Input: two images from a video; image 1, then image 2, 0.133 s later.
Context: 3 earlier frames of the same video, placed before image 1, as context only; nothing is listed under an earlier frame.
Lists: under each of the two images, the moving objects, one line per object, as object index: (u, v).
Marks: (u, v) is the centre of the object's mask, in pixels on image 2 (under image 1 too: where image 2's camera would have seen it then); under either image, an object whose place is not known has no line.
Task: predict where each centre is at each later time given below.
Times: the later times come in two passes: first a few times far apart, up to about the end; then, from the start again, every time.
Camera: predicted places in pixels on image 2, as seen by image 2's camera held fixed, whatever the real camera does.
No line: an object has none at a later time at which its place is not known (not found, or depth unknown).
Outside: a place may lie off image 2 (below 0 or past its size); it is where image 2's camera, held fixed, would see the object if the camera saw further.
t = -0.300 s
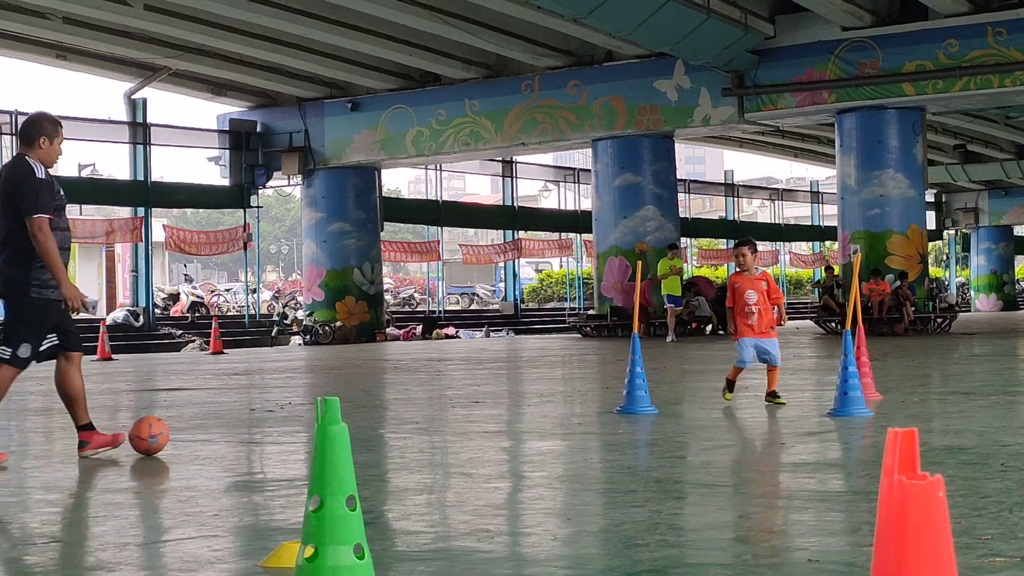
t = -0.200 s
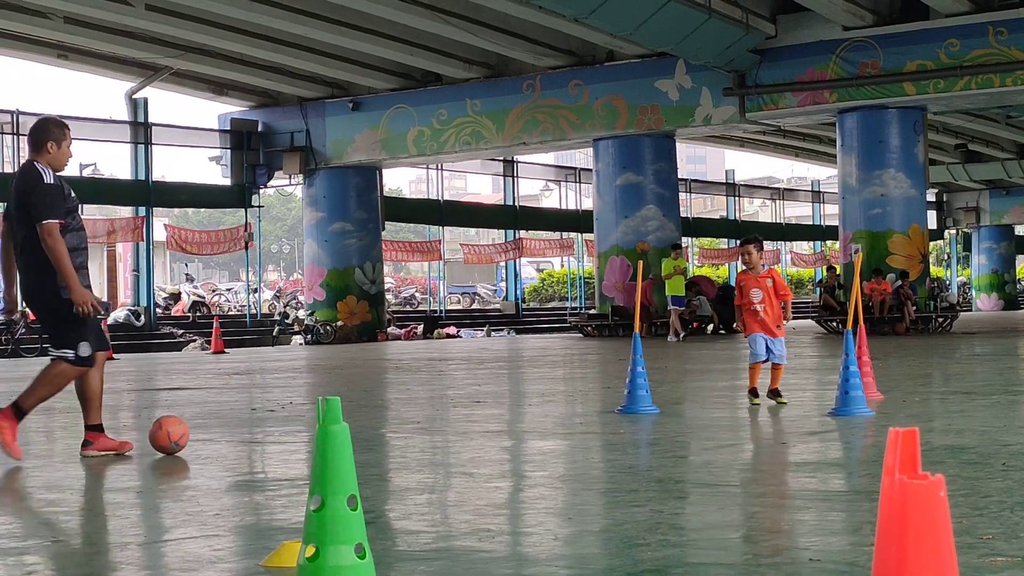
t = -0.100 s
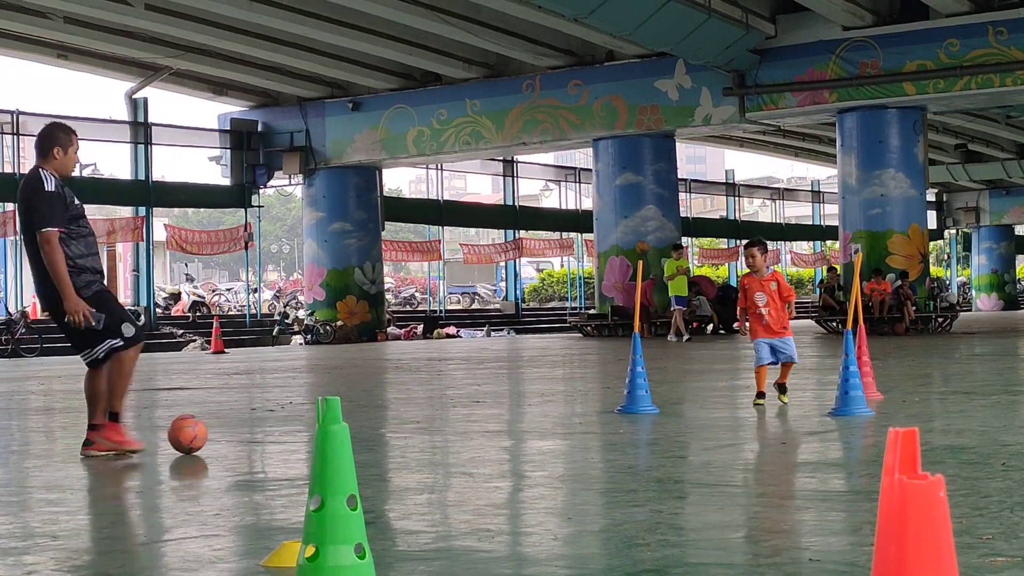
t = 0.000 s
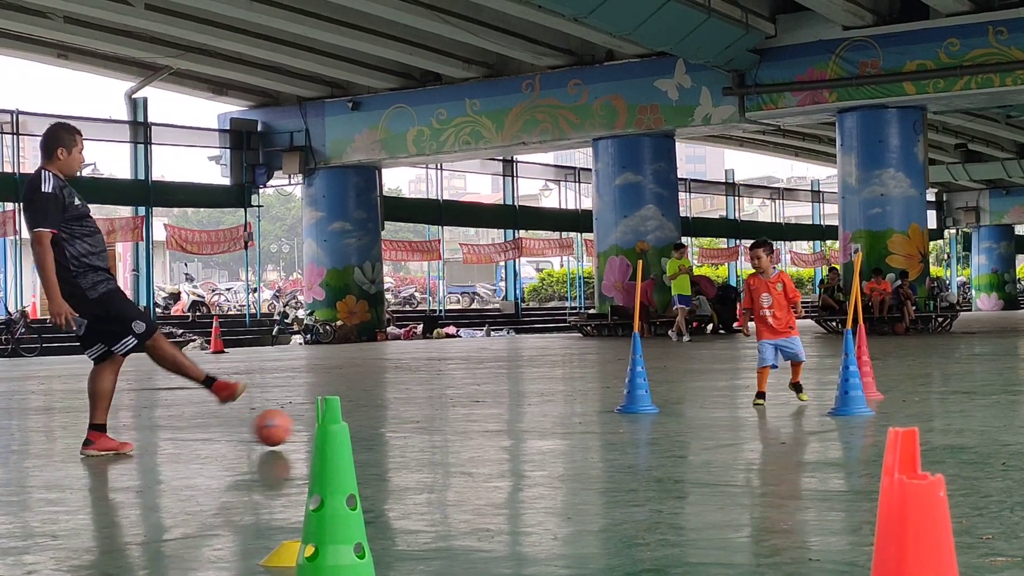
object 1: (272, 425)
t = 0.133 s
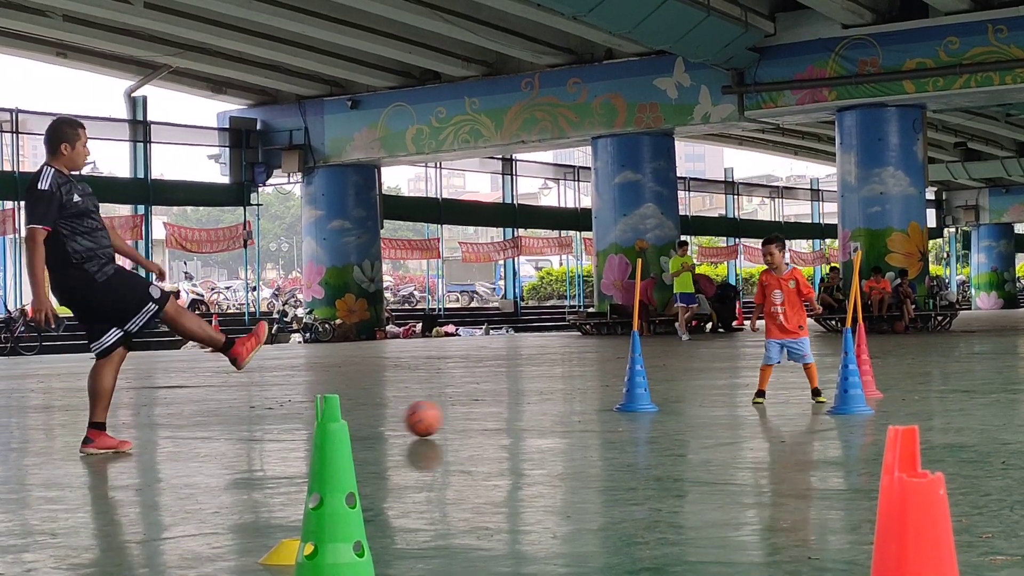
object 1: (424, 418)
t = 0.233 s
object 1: (516, 414)
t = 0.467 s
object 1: (686, 404)
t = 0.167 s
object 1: (455, 417)
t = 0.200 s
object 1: (487, 416)
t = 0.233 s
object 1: (516, 414)
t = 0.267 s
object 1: (544, 412)
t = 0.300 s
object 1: (570, 412)
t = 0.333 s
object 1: (594, 409)
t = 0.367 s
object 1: (618, 407)
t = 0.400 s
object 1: (641, 408)
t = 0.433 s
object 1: (664, 405)
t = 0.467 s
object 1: (686, 404)
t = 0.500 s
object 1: (707, 403)
